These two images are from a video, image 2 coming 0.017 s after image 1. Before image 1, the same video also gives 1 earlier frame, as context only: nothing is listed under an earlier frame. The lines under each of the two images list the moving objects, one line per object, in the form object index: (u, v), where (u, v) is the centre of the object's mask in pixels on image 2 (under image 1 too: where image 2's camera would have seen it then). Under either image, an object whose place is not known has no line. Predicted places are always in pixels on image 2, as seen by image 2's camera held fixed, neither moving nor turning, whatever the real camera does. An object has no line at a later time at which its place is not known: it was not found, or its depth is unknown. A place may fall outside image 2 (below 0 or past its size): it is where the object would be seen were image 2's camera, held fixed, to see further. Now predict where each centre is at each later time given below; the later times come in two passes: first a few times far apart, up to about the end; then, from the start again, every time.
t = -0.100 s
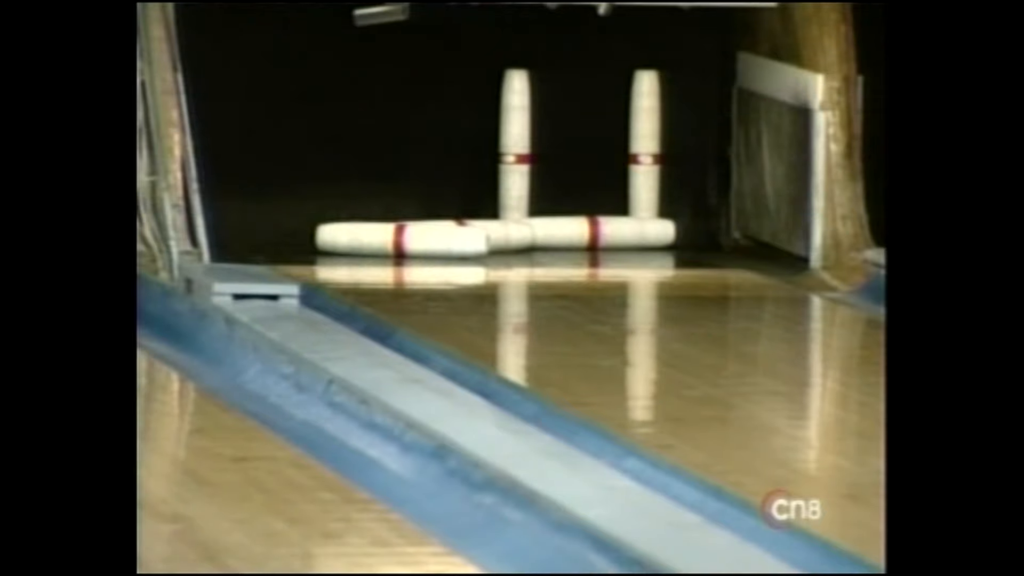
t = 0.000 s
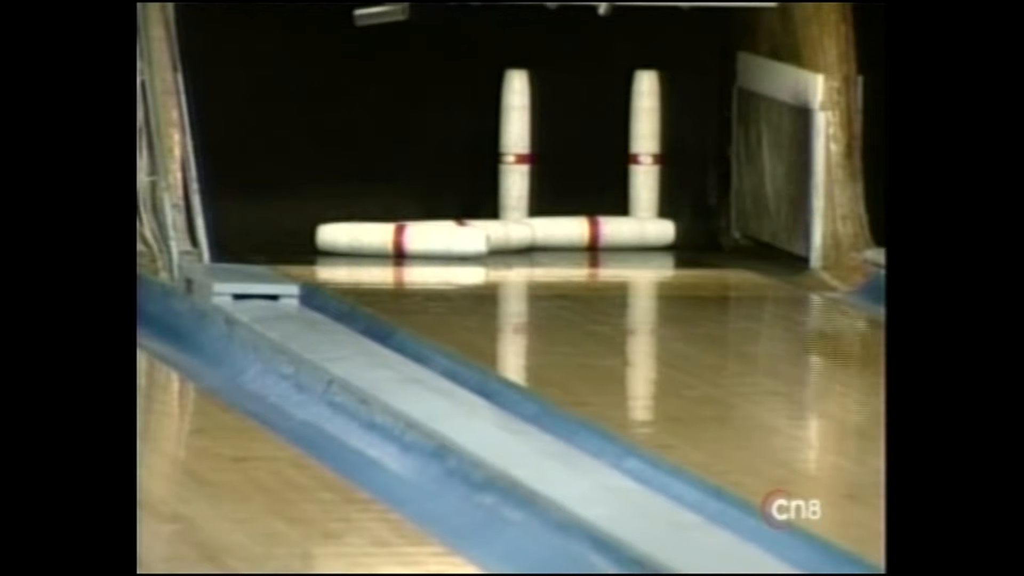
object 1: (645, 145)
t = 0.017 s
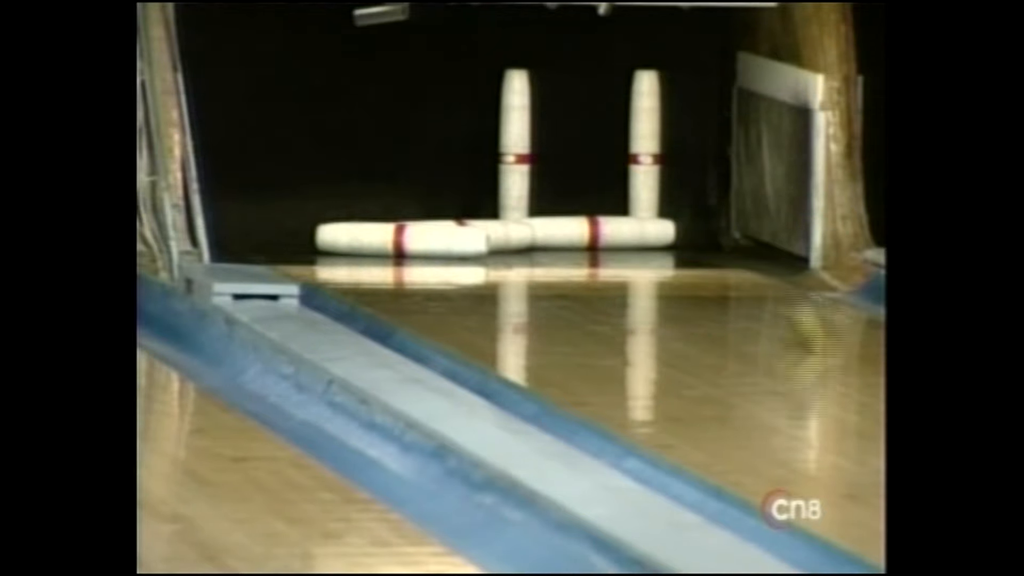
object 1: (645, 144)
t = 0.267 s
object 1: (644, 144)
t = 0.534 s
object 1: (622, 161)
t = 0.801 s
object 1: (583, 207)
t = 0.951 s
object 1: (539, 217)
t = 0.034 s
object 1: (645, 144)
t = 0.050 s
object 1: (645, 144)
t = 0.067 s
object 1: (645, 144)
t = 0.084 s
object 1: (645, 145)
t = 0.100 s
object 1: (645, 145)
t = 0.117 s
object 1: (645, 145)
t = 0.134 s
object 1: (645, 144)
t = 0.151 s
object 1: (645, 144)
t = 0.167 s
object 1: (645, 144)
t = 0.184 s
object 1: (645, 144)
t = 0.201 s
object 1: (645, 144)
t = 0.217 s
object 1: (645, 144)
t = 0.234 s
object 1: (645, 144)
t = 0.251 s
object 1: (645, 144)
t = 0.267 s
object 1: (644, 144)
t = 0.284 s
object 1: (644, 140)
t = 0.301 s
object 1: (643, 137)
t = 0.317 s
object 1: (643, 137)
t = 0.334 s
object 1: (642, 140)
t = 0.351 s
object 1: (642, 148)
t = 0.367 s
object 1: (639, 165)
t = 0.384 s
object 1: (635, 176)
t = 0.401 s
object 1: (632, 177)
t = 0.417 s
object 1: (630, 177)
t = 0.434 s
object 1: (630, 176)
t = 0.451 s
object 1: (628, 171)
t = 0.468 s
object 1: (627, 168)
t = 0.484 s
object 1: (626, 164)
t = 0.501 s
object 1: (625, 162)
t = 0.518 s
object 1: (624, 162)
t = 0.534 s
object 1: (622, 161)
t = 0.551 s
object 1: (619, 165)
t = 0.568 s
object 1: (618, 170)
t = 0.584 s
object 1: (616, 175)
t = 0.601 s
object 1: (614, 183)
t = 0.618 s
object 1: (613, 185)
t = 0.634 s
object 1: (611, 189)
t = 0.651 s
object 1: (609, 191)
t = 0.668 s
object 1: (608, 194)
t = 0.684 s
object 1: (606, 197)
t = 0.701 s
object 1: (603, 201)
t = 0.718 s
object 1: (601, 207)
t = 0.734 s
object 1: (597, 210)
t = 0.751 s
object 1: (594, 209)
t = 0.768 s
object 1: (590, 207)
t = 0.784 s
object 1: (586, 207)
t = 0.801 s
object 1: (583, 207)
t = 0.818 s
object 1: (579, 207)
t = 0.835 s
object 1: (575, 208)
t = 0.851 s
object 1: (571, 209)
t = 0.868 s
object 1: (566, 209)
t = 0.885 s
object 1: (561, 210)
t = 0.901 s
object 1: (556, 211)
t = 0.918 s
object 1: (550, 212)
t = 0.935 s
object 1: (544, 215)
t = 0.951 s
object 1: (539, 217)
